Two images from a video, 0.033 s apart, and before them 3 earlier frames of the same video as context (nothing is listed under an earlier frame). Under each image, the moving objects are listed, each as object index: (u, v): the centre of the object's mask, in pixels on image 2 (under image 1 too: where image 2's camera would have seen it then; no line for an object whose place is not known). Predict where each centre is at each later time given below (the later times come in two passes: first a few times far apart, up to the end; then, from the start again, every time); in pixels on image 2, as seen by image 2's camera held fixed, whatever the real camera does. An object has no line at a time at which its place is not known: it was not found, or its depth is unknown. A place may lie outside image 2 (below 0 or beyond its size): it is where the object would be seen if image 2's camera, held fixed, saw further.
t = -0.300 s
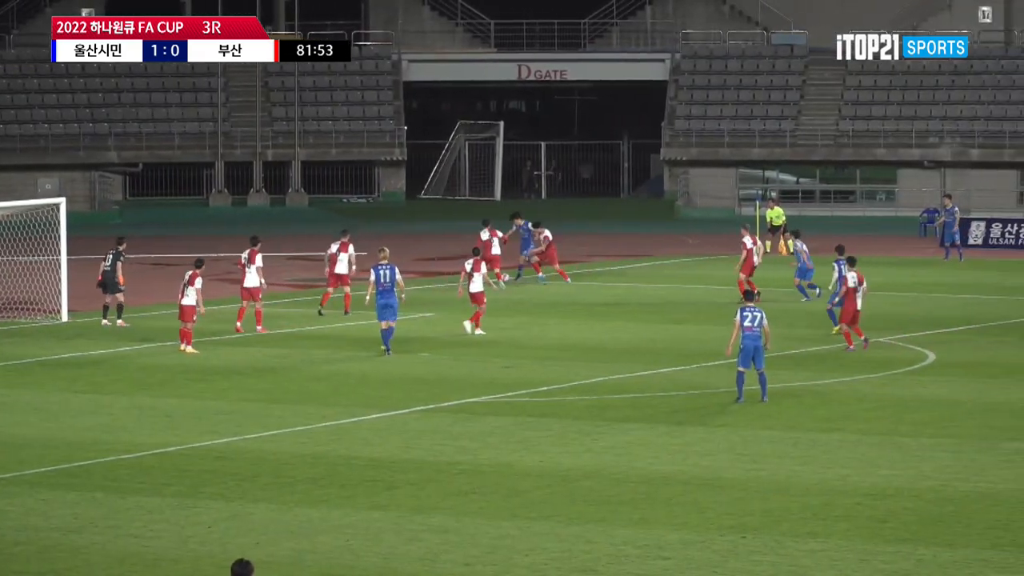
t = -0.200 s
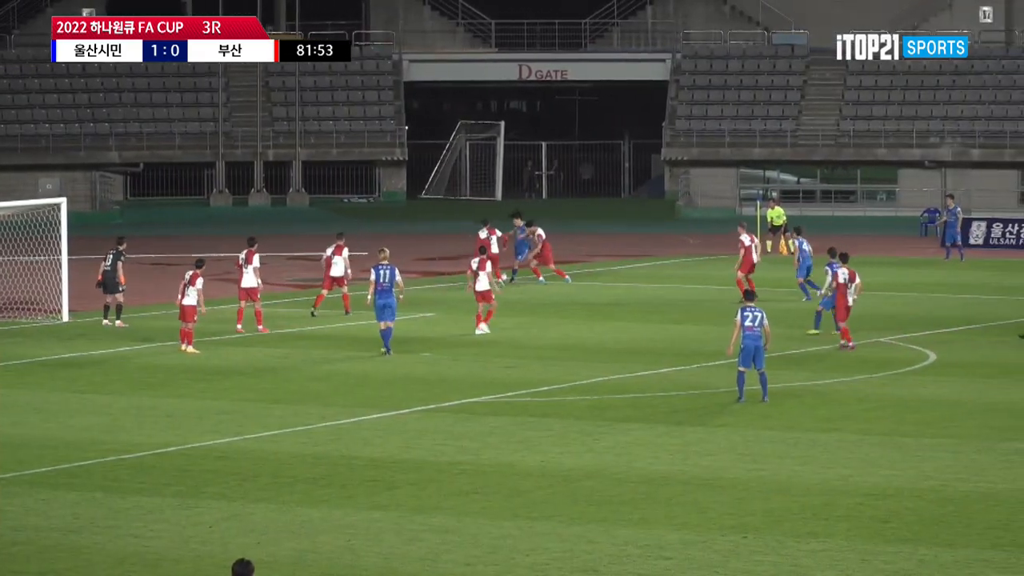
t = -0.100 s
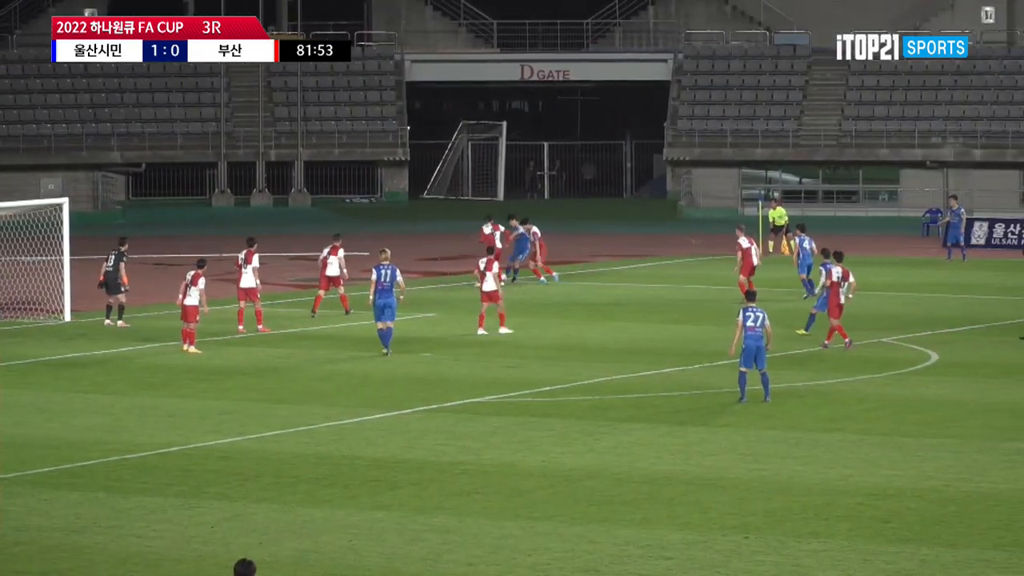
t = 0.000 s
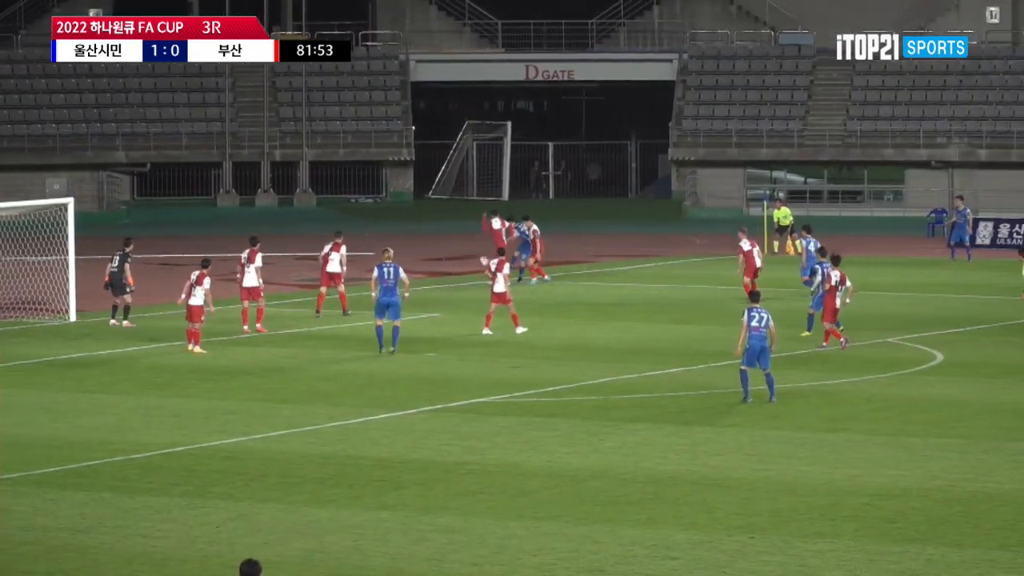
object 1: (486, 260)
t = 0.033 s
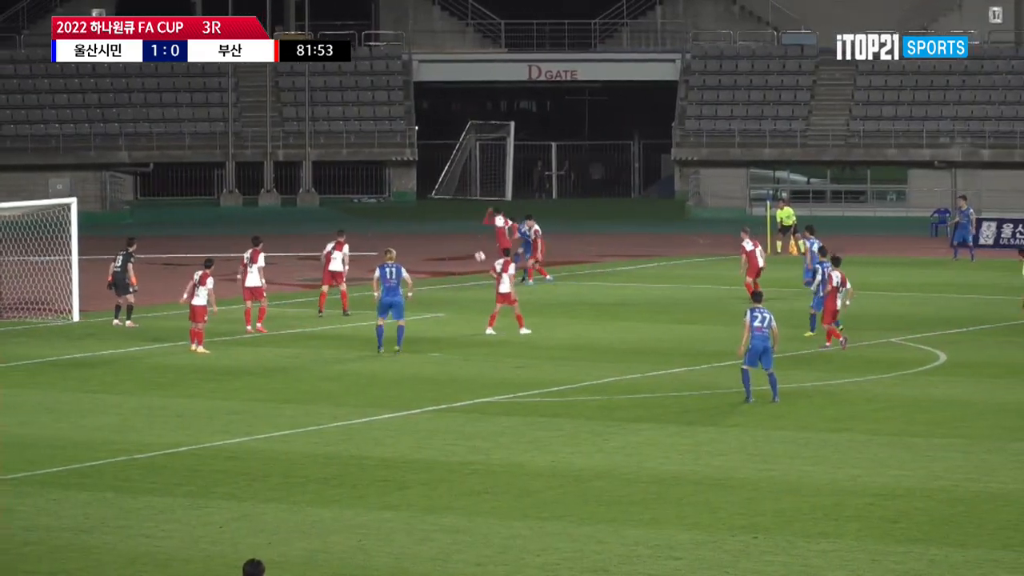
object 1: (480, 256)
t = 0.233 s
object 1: (442, 232)
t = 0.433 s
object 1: (413, 222)
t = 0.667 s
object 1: (389, 228)
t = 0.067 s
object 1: (472, 251)
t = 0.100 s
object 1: (466, 246)
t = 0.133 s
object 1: (459, 243)
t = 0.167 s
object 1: (453, 239)
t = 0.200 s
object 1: (447, 235)
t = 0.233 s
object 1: (442, 232)
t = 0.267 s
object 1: (436, 229)
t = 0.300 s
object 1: (431, 227)
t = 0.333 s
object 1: (426, 225)
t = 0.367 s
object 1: (422, 224)
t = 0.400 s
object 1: (417, 223)
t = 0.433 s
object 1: (413, 222)
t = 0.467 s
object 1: (409, 221)
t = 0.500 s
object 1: (406, 221)
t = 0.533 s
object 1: (402, 222)
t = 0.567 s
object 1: (399, 222)
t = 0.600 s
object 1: (395, 224)
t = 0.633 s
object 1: (392, 226)
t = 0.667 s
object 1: (389, 228)
